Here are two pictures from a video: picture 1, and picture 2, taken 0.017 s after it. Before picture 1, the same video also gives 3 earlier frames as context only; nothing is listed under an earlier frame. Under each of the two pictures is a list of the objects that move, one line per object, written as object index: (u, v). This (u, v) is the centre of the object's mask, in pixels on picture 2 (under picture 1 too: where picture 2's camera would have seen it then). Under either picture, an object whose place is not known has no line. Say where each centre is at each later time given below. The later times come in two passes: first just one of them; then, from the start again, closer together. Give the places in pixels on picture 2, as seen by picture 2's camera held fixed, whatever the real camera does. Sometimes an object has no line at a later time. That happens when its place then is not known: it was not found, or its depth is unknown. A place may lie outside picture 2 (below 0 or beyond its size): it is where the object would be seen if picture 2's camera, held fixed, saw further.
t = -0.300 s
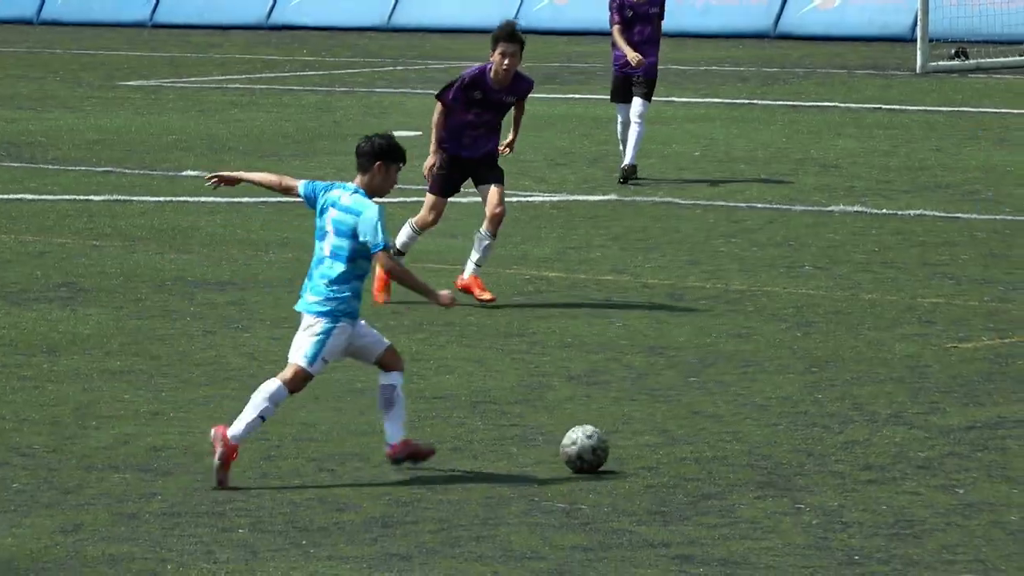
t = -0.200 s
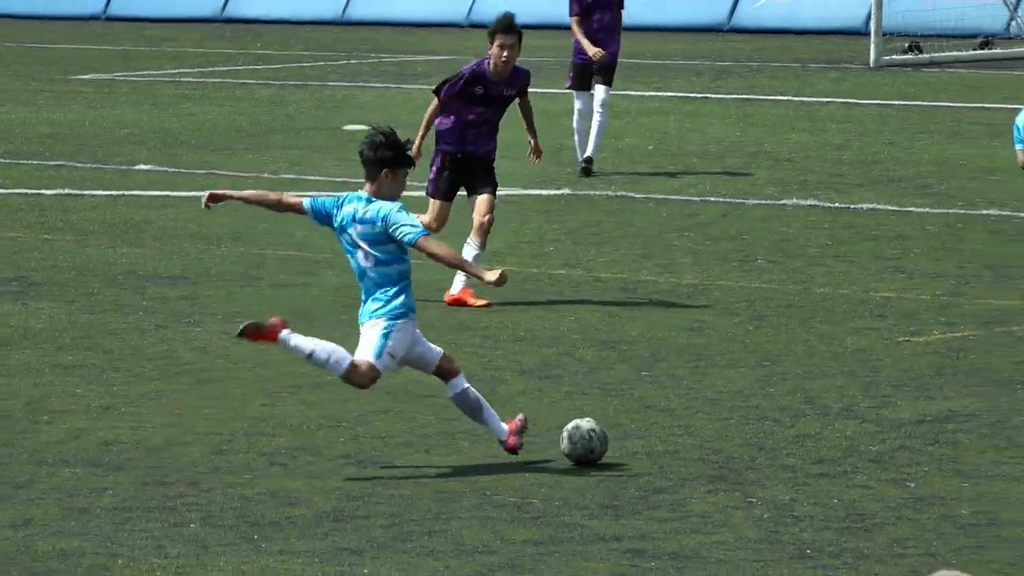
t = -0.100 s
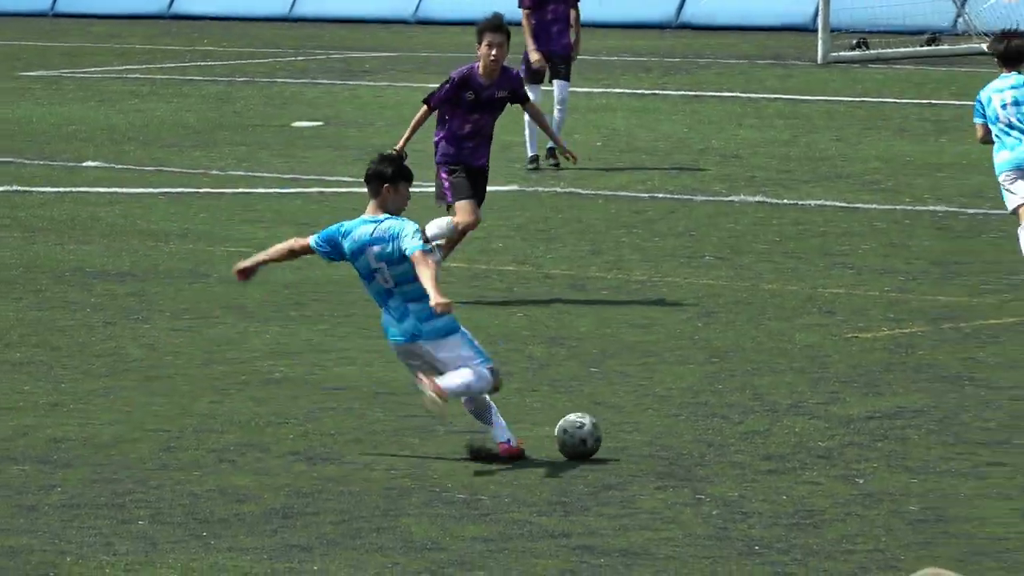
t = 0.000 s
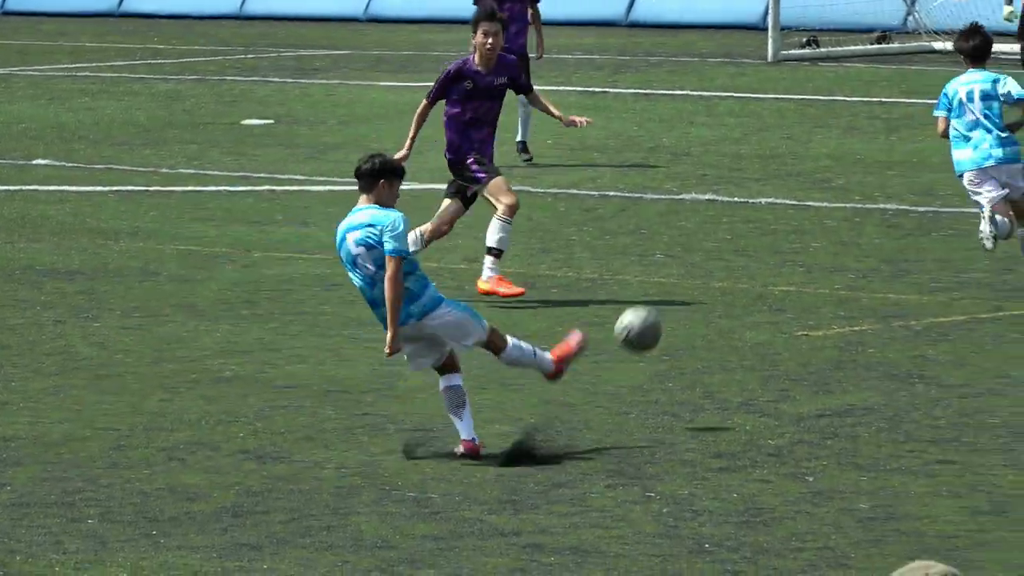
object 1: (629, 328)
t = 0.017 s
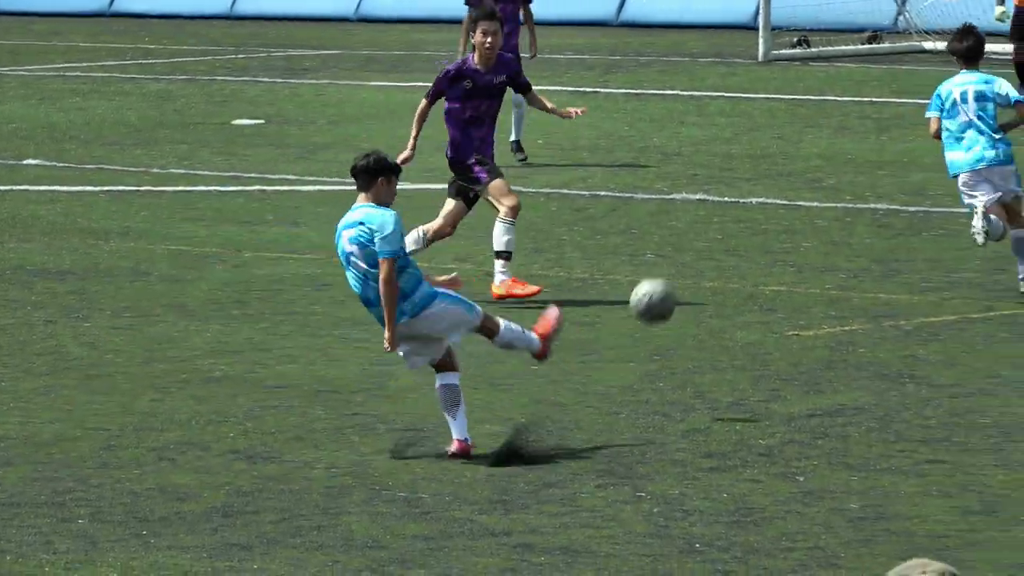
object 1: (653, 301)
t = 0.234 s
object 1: (902, 39)
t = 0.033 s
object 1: (677, 273)
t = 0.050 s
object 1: (700, 247)
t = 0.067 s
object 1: (722, 223)
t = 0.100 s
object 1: (762, 178)
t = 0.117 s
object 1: (782, 157)
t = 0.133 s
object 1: (800, 138)
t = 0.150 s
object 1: (817, 120)
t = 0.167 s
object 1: (835, 102)
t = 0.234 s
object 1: (902, 39)
